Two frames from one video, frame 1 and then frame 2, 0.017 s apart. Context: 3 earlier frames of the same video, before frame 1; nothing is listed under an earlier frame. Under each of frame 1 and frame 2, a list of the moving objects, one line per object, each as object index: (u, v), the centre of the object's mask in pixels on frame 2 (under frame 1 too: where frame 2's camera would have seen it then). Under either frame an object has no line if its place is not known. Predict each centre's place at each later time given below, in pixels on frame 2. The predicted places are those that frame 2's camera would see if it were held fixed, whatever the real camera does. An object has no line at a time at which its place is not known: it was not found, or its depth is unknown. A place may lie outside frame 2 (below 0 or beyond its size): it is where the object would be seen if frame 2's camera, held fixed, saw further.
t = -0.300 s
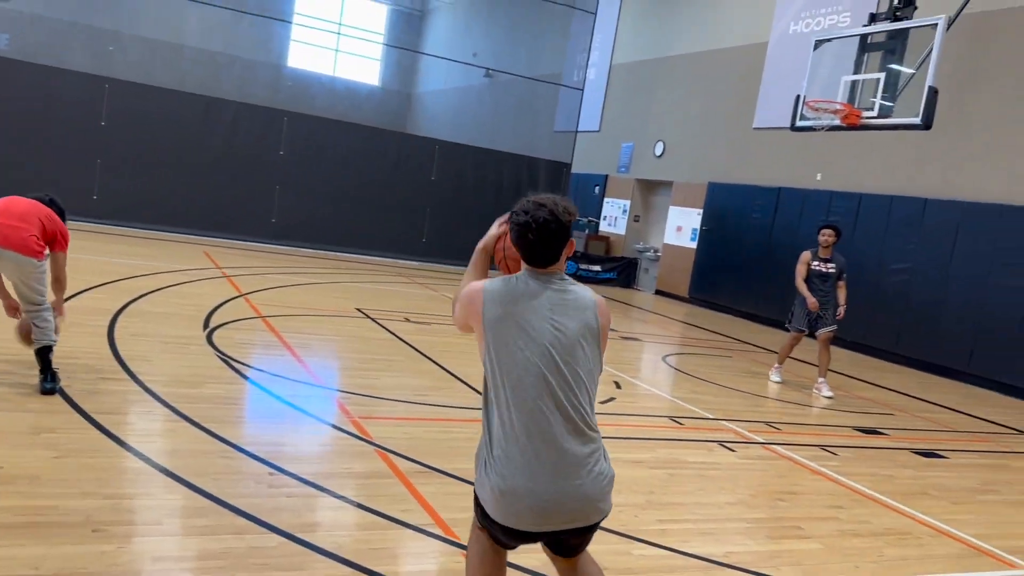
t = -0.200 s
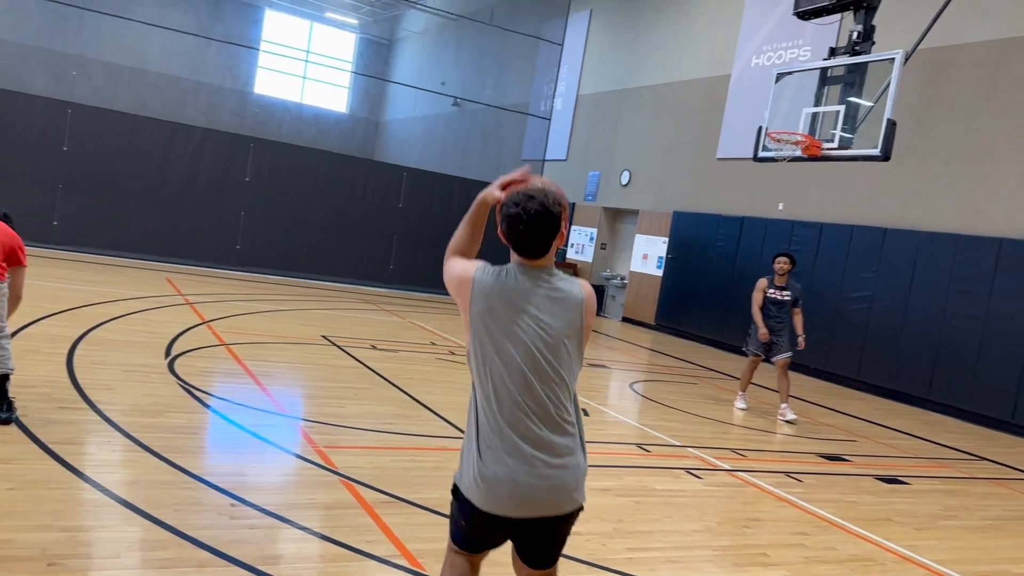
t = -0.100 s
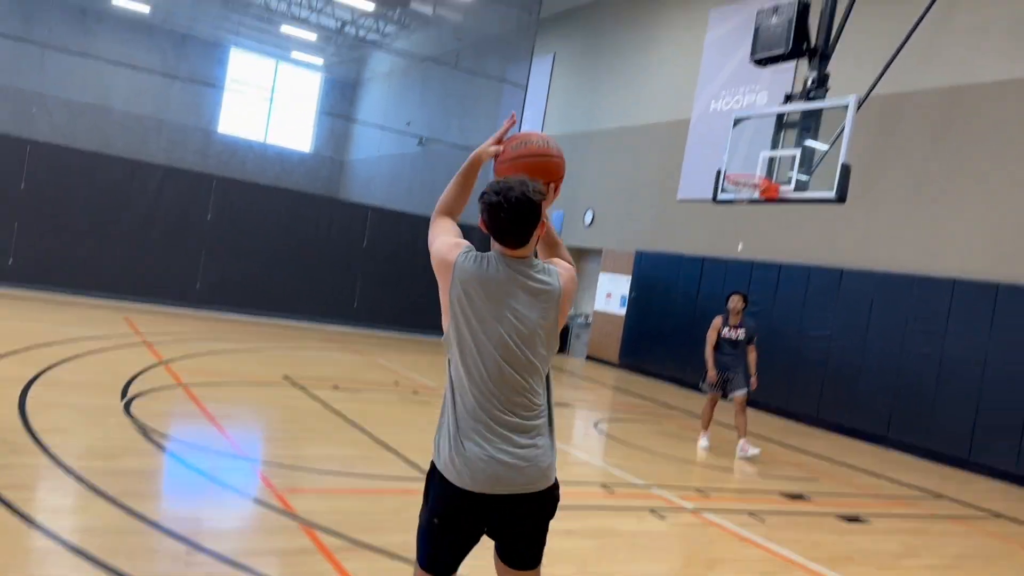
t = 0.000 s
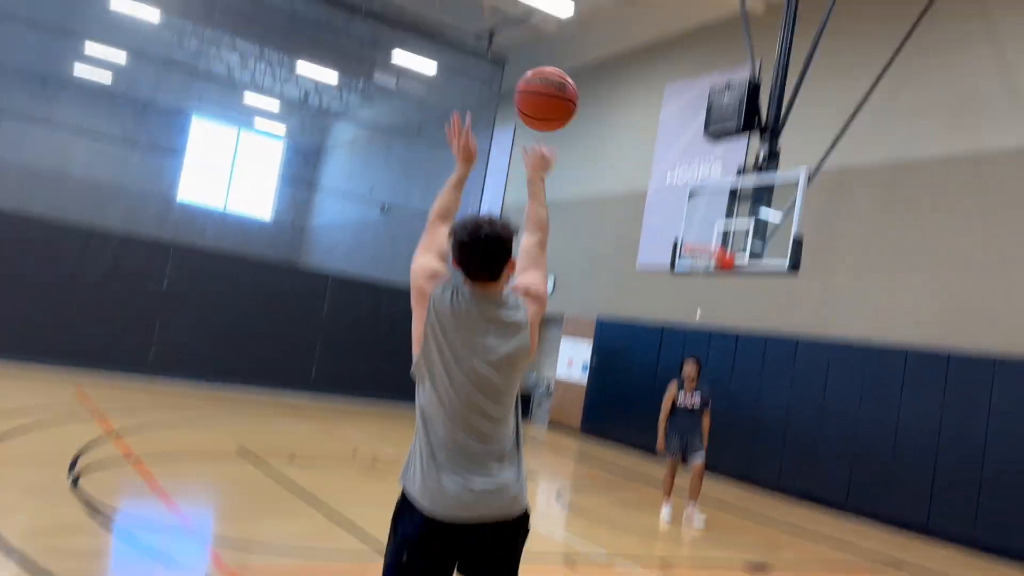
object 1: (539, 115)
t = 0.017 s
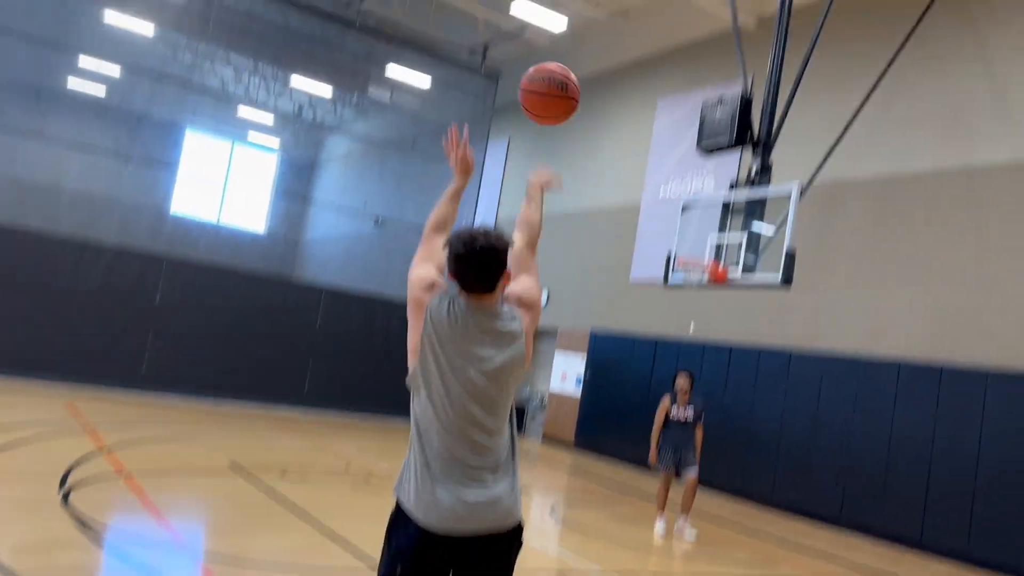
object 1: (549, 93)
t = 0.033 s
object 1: (559, 74)
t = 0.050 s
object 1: (567, 57)
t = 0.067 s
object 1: (576, 41)
